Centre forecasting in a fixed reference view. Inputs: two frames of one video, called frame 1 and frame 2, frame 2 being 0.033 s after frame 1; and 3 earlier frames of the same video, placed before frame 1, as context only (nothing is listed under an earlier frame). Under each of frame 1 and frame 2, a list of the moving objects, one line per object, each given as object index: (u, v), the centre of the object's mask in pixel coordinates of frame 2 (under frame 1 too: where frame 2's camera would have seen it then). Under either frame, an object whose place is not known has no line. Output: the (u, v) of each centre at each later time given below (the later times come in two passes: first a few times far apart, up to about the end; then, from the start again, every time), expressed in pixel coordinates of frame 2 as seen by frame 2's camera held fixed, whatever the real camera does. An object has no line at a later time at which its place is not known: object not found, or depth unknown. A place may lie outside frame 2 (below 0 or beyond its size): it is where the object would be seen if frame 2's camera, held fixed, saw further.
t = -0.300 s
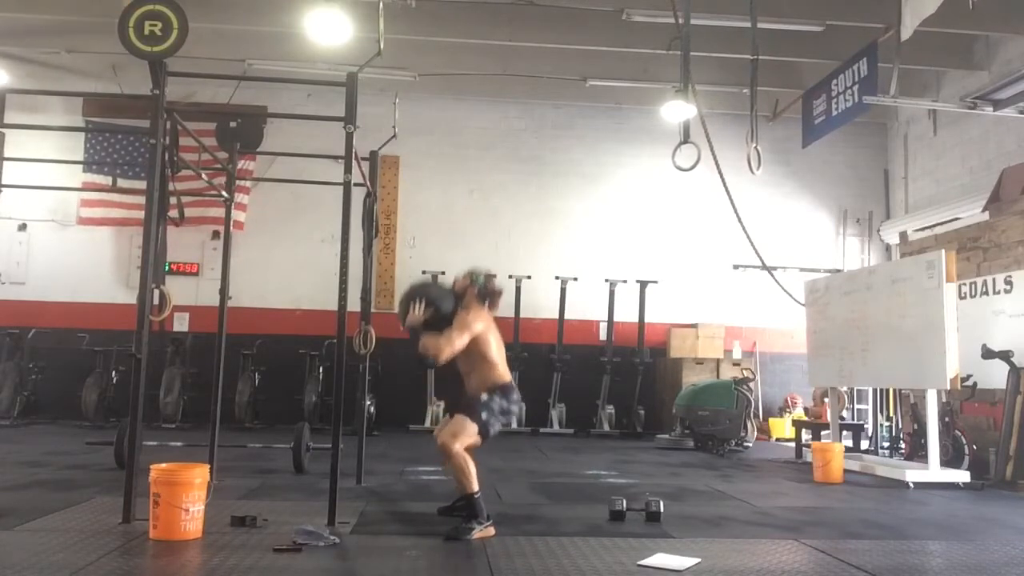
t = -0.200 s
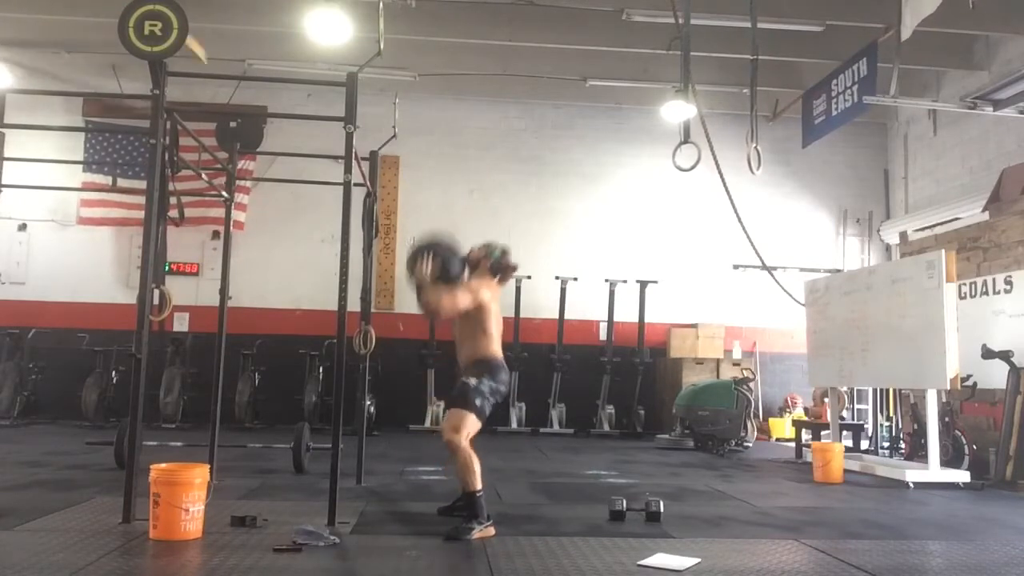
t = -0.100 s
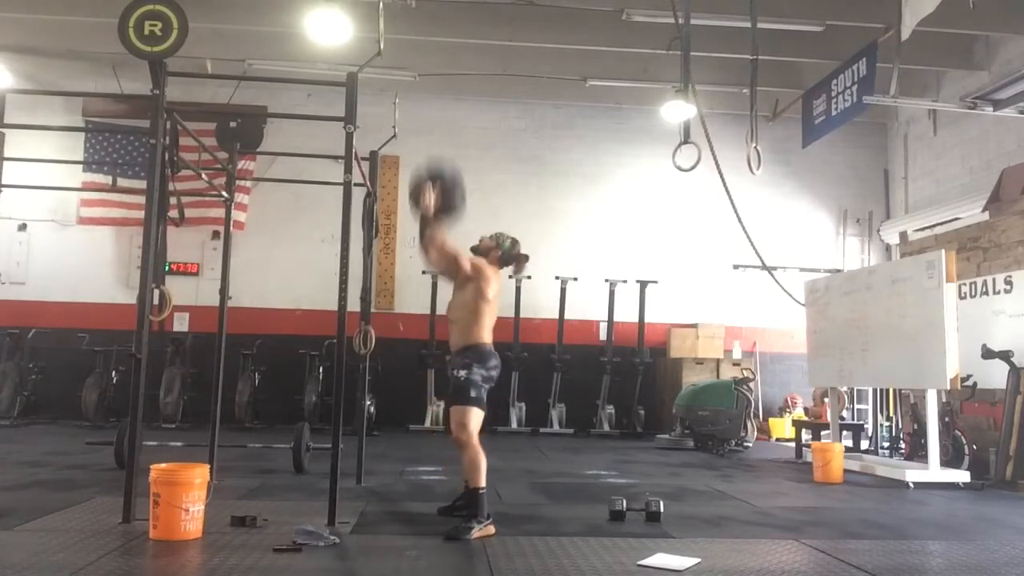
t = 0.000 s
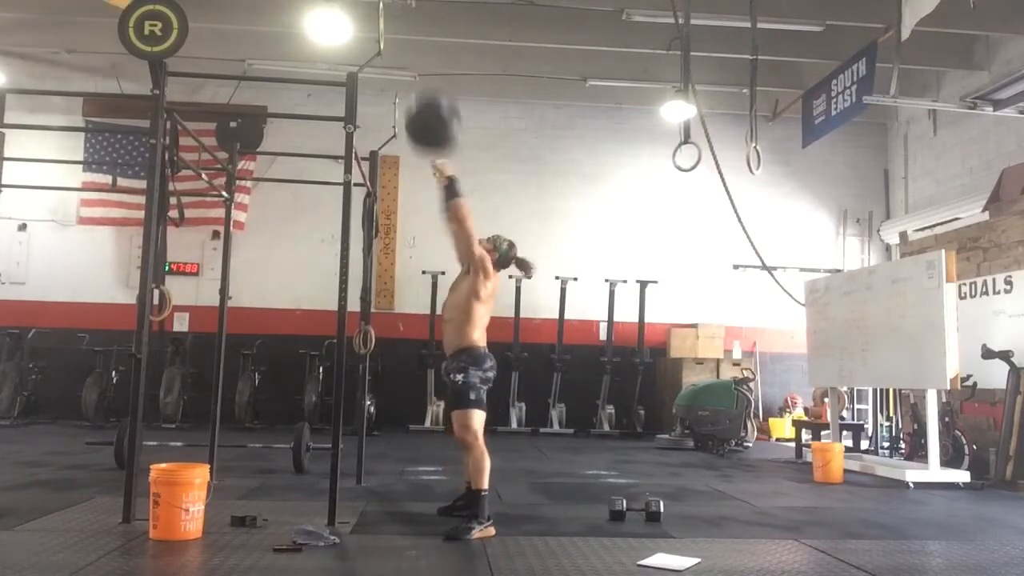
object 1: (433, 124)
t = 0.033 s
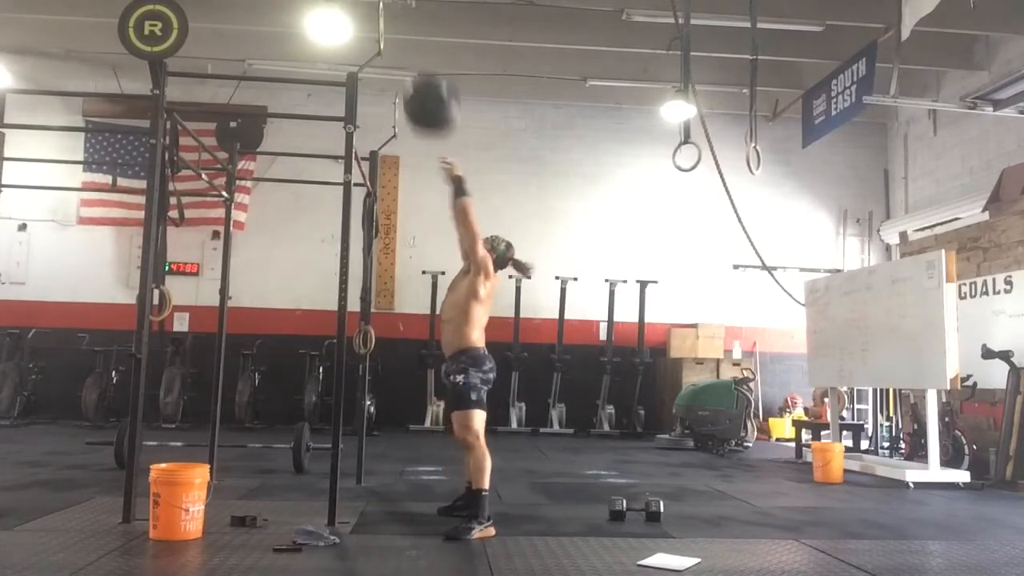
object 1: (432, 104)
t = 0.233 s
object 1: (419, 27)
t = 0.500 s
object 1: (408, 19)
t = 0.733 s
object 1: (418, 77)
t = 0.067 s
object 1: (430, 87)
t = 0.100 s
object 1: (428, 71)
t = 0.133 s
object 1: (425, 57)
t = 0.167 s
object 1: (423, 45)
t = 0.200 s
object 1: (421, 35)
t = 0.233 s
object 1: (419, 27)
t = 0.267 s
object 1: (418, 22)
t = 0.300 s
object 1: (416, 19)
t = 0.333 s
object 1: (414, 17)
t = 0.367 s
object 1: (413, 16)
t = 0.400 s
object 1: (410, 16)
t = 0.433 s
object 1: (409, 16)
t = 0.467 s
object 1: (408, 17)
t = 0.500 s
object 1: (408, 19)
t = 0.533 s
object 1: (409, 21)
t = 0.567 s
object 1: (410, 25)
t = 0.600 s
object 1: (412, 31)
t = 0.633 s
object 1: (414, 40)
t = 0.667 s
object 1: (415, 50)
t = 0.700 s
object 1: (416, 64)
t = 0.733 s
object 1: (418, 77)
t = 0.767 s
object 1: (419, 93)
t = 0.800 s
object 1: (420, 110)
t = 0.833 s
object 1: (422, 128)
